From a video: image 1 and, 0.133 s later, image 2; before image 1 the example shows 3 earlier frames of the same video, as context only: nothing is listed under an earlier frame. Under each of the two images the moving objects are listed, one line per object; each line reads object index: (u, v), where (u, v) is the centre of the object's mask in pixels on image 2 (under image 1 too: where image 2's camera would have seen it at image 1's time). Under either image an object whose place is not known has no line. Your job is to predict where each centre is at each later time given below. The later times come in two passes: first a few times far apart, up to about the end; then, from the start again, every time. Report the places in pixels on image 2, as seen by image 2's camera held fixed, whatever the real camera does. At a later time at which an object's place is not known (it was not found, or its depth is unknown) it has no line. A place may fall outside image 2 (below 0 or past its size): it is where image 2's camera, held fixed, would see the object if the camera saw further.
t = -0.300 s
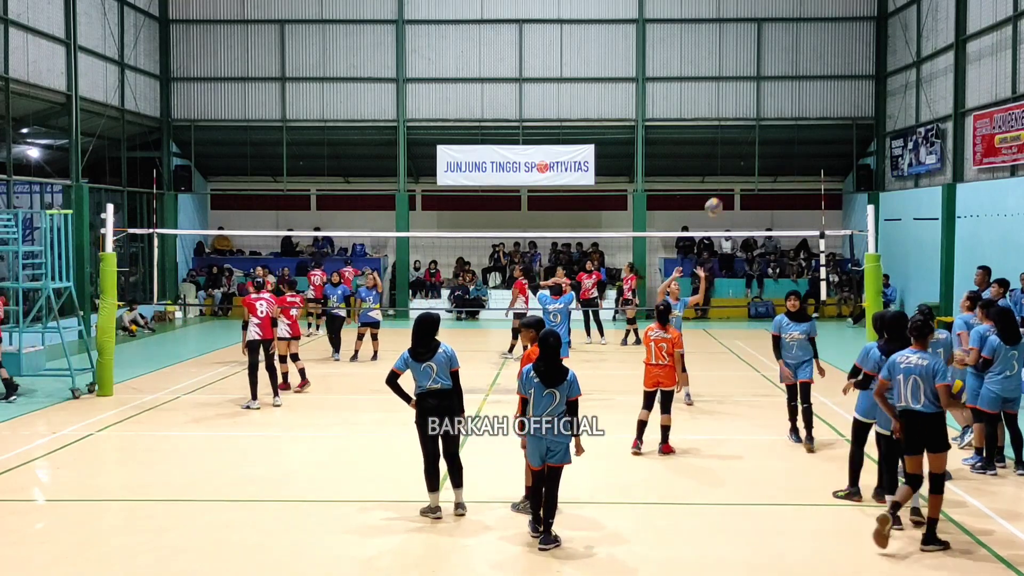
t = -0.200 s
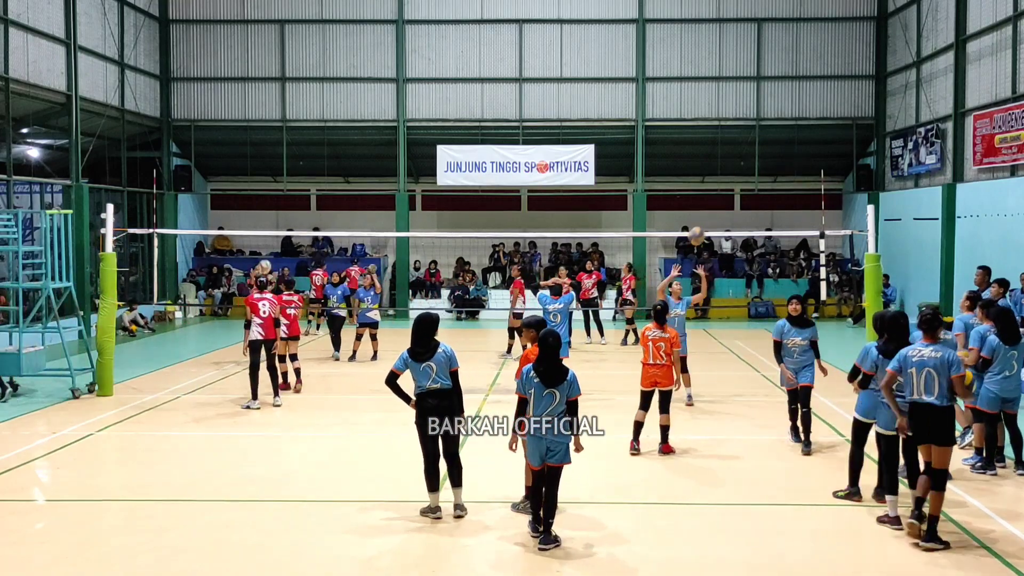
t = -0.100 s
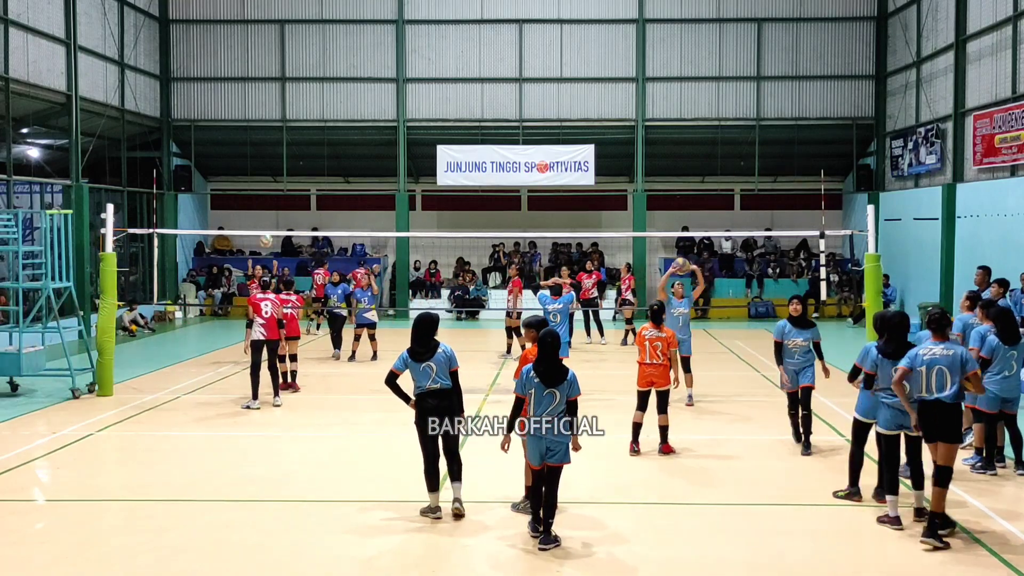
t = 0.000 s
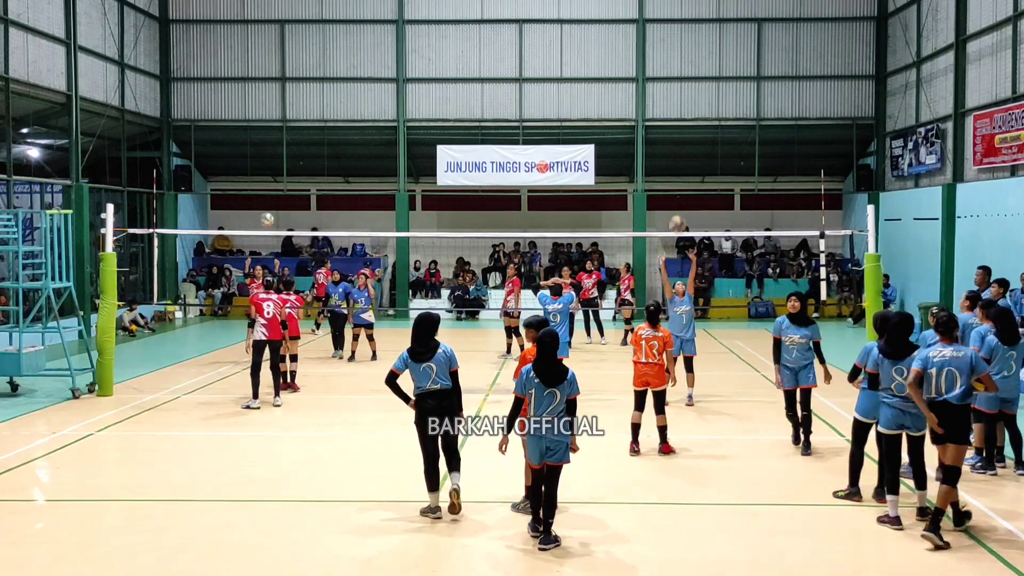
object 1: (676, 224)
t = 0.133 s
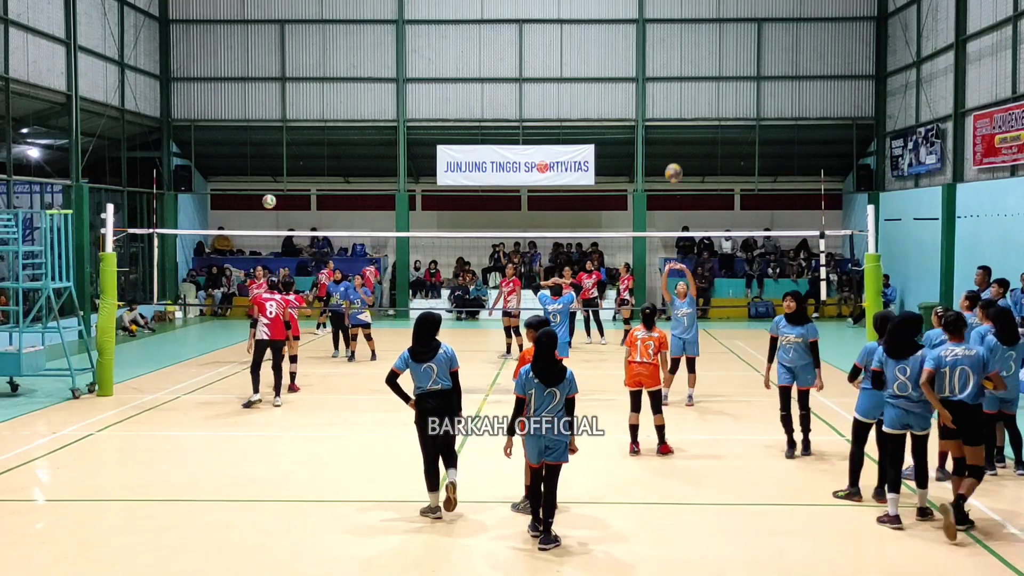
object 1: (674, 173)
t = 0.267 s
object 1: (669, 134)
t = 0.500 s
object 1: (664, 97)
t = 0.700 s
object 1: (657, 102)
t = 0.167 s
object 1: (672, 162)
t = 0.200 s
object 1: (671, 151)
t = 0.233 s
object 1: (671, 142)
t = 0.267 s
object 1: (669, 134)
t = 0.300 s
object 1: (669, 126)
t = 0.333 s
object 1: (667, 119)
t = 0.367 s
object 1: (667, 113)
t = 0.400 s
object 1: (666, 107)
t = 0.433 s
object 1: (665, 103)
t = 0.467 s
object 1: (665, 99)
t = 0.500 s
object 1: (664, 97)
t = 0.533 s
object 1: (663, 95)
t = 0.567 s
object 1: (661, 95)
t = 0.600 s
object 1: (661, 95)
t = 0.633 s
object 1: (660, 96)
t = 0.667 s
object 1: (658, 98)
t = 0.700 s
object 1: (657, 102)
